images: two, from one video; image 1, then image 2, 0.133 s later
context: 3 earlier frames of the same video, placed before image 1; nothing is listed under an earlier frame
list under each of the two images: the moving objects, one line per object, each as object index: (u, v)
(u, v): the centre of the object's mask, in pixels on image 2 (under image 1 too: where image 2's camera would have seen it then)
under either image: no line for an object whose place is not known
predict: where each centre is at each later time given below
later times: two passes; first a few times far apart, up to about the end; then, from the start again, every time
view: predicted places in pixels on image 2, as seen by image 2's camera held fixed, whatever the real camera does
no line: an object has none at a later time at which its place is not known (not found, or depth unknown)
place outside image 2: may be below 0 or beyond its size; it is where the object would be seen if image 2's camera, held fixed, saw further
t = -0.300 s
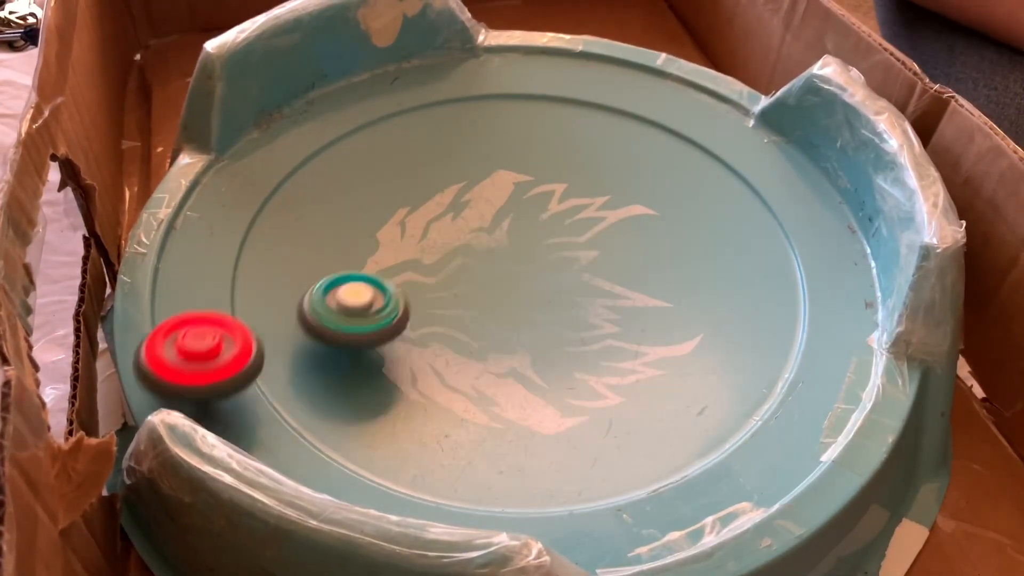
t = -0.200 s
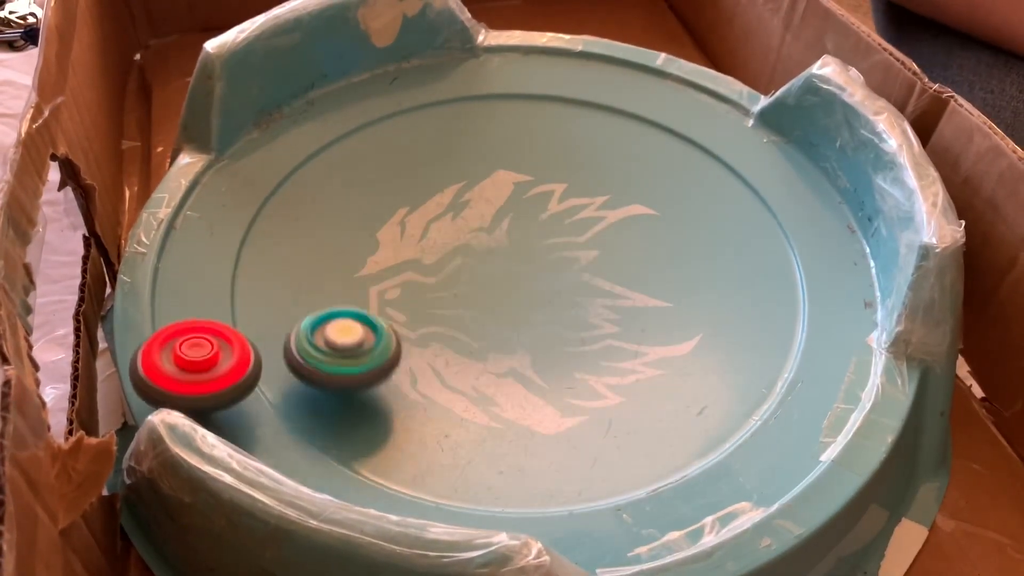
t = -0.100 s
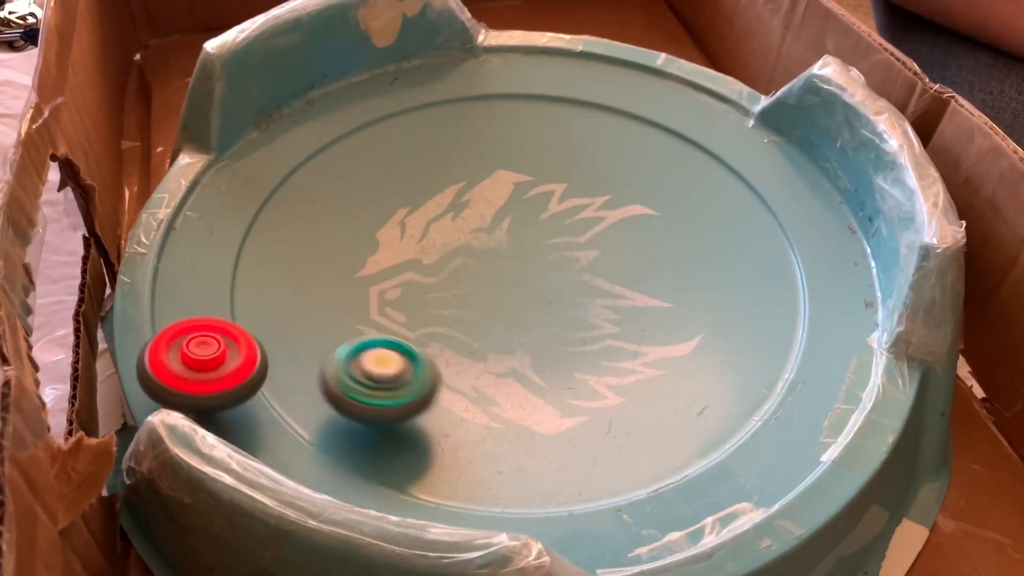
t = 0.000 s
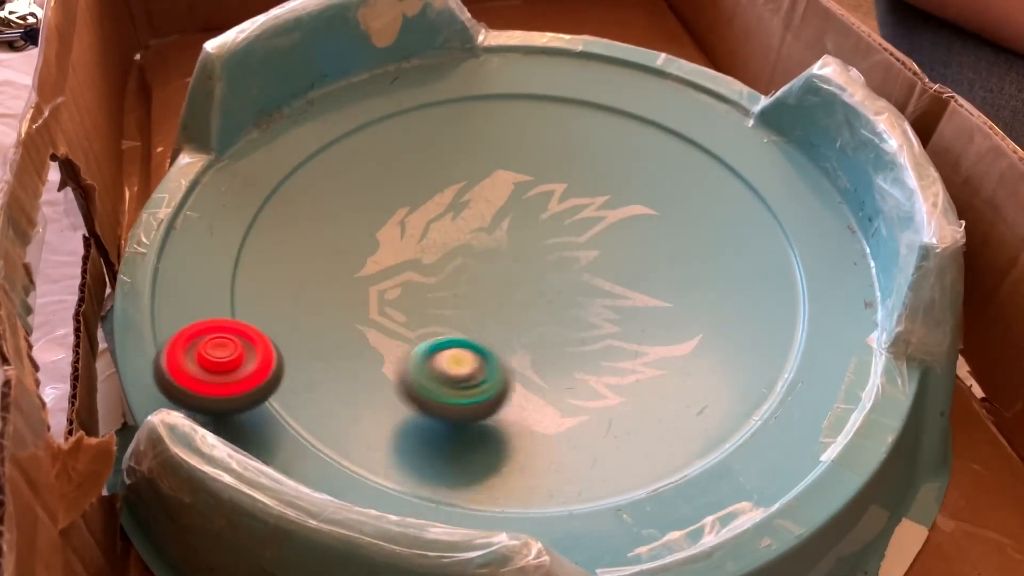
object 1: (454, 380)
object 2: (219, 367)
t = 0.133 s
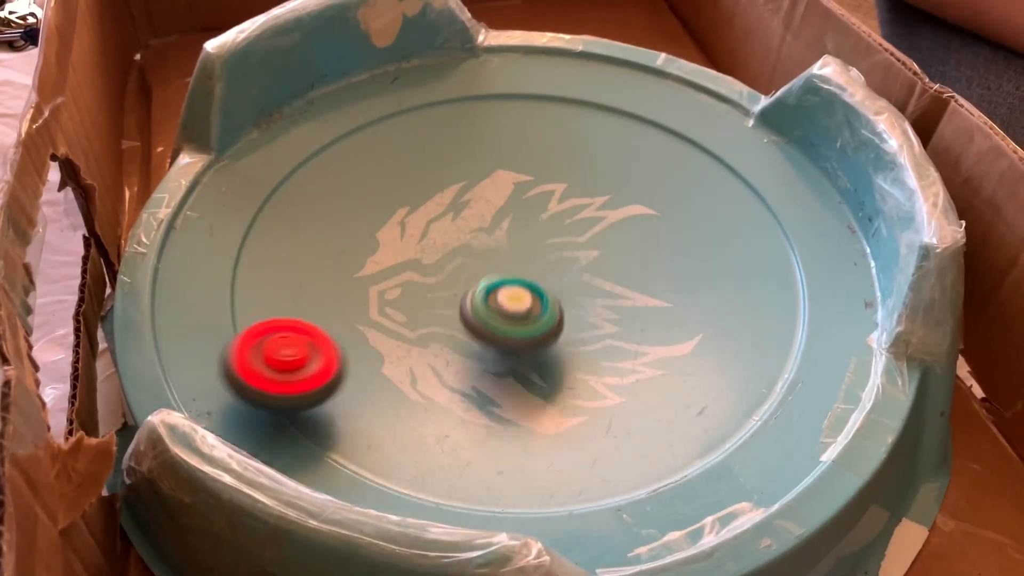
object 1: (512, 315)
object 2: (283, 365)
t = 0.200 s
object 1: (504, 274)
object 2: (339, 361)
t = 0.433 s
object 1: (363, 199)
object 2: (489, 250)
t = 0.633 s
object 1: (304, 255)
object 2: (439, 122)
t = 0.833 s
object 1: (421, 312)
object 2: (331, 106)
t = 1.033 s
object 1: (515, 232)
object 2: (291, 123)
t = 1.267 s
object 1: (435, 141)
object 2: (362, 222)
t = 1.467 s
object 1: (378, 186)
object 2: (560, 246)
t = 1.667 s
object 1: (468, 258)
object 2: (649, 124)
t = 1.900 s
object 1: (586, 193)
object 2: (583, 45)
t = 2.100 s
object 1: (550, 125)
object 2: (548, 46)
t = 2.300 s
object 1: (506, 200)
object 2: (511, 63)
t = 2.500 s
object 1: (587, 236)
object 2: (478, 173)
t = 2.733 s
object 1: (636, 196)
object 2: (632, 302)
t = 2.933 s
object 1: (598, 188)
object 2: (799, 226)
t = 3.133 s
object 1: (585, 239)
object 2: (786, 160)
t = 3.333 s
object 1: (640, 272)
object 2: (719, 162)
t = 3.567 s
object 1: (658, 270)
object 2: (545, 248)
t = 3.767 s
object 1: (638, 268)
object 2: (545, 395)
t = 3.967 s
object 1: (609, 295)
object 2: (722, 414)
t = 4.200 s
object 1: (606, 328)
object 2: (755, 312)
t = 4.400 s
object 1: (606, 333)
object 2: (609, 246)
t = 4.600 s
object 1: (580, 333)
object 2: (408, 296)
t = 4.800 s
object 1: (530, 345)
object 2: (387, 444)
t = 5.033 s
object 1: (521, 361)
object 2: (621, 426)
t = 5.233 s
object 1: (517, 348)
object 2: (600, 280)
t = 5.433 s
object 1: (480, 332)
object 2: (412, 208)
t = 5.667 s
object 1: (449, 323)
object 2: (240, 302)
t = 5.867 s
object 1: (438, 317)
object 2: (368, 406)
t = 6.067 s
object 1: (433, 298)
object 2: (574, 337)
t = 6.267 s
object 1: (427, 274)
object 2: (547, 173)
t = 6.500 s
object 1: (415, 256)
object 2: (350, 120)
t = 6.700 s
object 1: (427, 248)
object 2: (281, 224)
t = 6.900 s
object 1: (447, 225)
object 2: (453, 333)
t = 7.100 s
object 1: (452, 209)
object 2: (649, 240)
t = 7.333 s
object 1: (475, 208)
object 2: (588, 83)
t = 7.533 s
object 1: (507, 196)
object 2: (450, 104)
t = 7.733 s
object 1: (512, 188)
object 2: (416, 239)
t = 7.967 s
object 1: (544, 206)
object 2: (650, 323)
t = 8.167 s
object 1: (580, 204)
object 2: (761, 199)
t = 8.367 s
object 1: (584, 201)
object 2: (664, 130)
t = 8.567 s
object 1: (587, 257)
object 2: (515, 150)
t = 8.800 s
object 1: (654, 283)
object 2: (462, 303)
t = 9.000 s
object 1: (680, 252)
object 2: (649, 378)
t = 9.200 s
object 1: (610, 243)
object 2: (774, 282)
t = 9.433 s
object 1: (544, 319)
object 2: (639, 188)
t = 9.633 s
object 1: (606, 365)
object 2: (451, 239)
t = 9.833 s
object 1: (646, 327)
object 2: (425, 382)
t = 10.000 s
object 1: (598, 290)
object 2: (580, 443)
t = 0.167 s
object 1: (511, 294)
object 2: (310, 364)
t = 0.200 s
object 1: (504, 274)
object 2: (339, 361)
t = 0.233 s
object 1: (492, 257)
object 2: (370, 355)
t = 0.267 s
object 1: (477, 239)
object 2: (401, 345)
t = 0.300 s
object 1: (456, 225)
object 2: (429, 332)
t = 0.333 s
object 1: (434, 214)
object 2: (452, 316)
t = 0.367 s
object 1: (410, 205)
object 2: (469, 297)
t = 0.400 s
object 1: (385, 200)
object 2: (482, 276)
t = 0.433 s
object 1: (363, 199)
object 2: (489, 250)
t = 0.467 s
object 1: (342, 203)
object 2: (491, 226)
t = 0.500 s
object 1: (326, 210)
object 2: (489, 202)
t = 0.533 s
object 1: (312, 219)
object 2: (483, 178)
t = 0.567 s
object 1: (303, 230)
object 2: (471, 157)
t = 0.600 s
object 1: (301, 242)
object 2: (457, 139)
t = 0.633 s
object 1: (304, 255)
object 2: (439, 122)
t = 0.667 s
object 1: (312, 268)
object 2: (420, 109)
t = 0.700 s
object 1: (324, 283)
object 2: (398, 98)
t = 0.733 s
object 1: (342, 295)
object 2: (378, 91)
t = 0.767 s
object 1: (366, 305)
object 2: (362, 98)
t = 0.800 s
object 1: (394, 311)
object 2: (345, 103)
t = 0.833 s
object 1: (421, 312)
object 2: (331, 106)
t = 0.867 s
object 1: (447, 308)
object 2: (319, 108)
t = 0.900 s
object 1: (470, 298)
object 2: (308, 111)
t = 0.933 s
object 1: (488, 285)
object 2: (301, 111)
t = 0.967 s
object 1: (502, 268)
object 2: (295, 113)
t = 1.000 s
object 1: (511, 250)
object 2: (293, 116)
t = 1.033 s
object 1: (515, 232)
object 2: (291, 123)
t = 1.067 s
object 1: (513, 213)
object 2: (292, 129)
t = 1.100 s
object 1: (507, 194)
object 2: (295, 138)
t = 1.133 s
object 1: (498, 178)
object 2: (302, 151)
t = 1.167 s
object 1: (485, 162)
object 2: (312, 167)
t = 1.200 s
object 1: (469, 151)
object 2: (323, 184)
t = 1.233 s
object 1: (452, 145)
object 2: (340, 203)
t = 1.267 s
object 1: (435, 141)
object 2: (362, 222)
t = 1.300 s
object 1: (419, 141)
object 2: (391, 239)
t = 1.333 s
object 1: (406, 144)
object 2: (421, 251)
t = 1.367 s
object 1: (394, 150)
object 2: (455, 258)
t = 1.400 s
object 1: (384, 159)
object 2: (490, 260)
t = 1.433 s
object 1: (379, 172)
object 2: (526, 256)
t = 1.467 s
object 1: (378, 186)
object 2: (560, 246)
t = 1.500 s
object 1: (380, 203)
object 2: (590, 232)
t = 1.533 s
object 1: (388, 219)
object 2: (614, 213)
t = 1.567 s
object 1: (402, 233)
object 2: (631, 192)
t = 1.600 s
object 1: (422, 246)
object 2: (643, 170)
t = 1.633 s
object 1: (445, 255)
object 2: (648, 147)
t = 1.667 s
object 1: (468, 258)
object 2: (649, 124)
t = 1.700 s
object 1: (492, 258)
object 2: (645, 102)
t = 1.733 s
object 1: (514, 254)
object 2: (632, 87)
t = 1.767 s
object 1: (534, 247)
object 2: (618, 79)
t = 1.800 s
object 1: (552, 237)
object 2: (606, 69)
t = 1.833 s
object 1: (568, 224)
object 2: (598, 60)
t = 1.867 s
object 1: (580, 208)
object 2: (590, 52)
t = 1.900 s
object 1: (586, 193)
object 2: (583, 45)
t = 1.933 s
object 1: (588, 177)
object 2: (577, 39)
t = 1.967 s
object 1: (585, 161)
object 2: (572, 35)
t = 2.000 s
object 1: (580, 148)
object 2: (566, 37)
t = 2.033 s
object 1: (571, 137)
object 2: (560, 39)
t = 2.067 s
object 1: (561, 129)
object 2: (555, 42)
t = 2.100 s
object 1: (550, 125)
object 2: (548, 46)
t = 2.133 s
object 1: (539, 128)
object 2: (540, 46)
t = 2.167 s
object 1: (526, 144)
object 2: (534, 42)
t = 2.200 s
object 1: (514, 159)
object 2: (529, 42)
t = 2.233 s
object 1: (505, 175)
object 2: (522, 46)
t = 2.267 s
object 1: (502, 189)
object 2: (517, 54)
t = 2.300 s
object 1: (506, 200)
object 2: (511, 63)
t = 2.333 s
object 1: (514, 210)
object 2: (506, 74)
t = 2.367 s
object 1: (527, 220)
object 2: (500, 89)
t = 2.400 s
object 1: (540, 229)
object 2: (492, 107)
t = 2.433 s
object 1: (555, 234)
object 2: (485, 126)
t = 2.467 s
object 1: (572, 236)
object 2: (479, 149)
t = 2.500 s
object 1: (587, 236)
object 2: (478, 173)
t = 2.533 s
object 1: (602, 233)
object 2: (481, 199)
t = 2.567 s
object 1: (617, 229)
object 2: (492, 222)
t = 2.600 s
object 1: (627, 223)
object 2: (511, 247)
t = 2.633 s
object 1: (631, 217)
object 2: (535, 269)
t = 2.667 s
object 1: (634, 210)
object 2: (564, 286)
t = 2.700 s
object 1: (636, 203)
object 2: (597, 297)
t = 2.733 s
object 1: (636, 196)
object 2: (632, 302)
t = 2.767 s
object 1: (635, 192)
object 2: (668, 302)
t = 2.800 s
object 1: (632, 190)
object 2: (704, 296)
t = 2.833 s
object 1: (625, 190)
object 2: (736, 286)
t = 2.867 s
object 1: (616, 189)
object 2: (767, 271)
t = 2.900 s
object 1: (607, 188)
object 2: (793, 254)
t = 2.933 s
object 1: (598, 188)
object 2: (799, 226)
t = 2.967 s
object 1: (591, 192)
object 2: (794, 214)
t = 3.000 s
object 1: (586, 198)
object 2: (790, 198)
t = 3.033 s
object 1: (582, 207)
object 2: (787, 185)
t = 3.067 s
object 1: (580, 217)
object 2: (786, 175)
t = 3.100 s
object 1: (581, 228)
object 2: (786, 166)
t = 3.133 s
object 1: (585, 239)
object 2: (786, 160)
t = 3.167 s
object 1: (592, 249)
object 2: (779, 158)
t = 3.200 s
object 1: (601, 258)
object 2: (772, 157)
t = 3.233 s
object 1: (611, 264)
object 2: (763, 157)
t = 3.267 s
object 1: (622, 268)
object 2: (754, 157)
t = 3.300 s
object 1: (633, 270)
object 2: (739, 161)
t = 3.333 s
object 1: (640, 272)
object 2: (719, 162)
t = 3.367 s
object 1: (647, 273)
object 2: (696, 164)
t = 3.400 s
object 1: (653, 274)
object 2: (671, 169)
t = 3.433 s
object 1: (656, 274)
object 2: (643, 177)
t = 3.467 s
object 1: (656, 274)
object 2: (616, 188)
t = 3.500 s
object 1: (657, 273)
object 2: (589, 204)
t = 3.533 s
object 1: (657, 271)
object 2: (566, 223)
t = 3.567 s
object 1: (658, 270)
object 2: (545, 248)
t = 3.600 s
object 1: (655, 269)
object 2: (530, 272)
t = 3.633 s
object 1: (651, 267)
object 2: (519, 298)
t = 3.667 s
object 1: (647, 266)
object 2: (515, 323)
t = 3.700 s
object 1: (644, 265)
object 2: (518, 350)
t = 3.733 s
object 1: (641, 266)
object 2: (527, 375)
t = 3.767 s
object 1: (638, 268)
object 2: (545, 395)
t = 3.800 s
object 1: (632, 272)
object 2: (569, 414)
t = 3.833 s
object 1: (626, 276)
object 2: (600, 429)
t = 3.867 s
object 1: (620, 279)
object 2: (634, 441)
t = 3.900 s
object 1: (616, 283)
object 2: (673, 446)
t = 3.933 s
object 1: (612, 288)
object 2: (699, 427)
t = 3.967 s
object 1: (609, 295)
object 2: (722, 414)
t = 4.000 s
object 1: (607, 302)
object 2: (740, 397)
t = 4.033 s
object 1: (605, 308)
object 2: (756, 379)
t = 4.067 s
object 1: (602, 312)
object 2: (766, 363)
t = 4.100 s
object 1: (601, 317)
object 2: (770, 351)
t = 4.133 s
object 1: (602, 323)
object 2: (770, 338)
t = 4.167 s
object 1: (604, 326)
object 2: (765, 325)
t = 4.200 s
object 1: (606, 328)
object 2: (755, 312)
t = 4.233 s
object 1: (609, 329)
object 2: (739, 298)
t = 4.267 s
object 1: (612, 329)
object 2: (717, 285)
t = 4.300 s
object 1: (613, 329)
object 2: (695, 272)
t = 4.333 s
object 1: (611, 331)
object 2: (671, 259)
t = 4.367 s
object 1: (610, 332)
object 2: (642, 251)
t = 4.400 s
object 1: (606, 333)
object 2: (609, 246)
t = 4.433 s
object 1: (605, 331)
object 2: (573, 244)
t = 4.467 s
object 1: (604, 331)
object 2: (537, 246)
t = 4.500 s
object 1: (600, 332)
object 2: (501, 253)
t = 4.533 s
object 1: (594, 333)
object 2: (467, 263)
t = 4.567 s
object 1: (587, 333)
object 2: (437, 278)
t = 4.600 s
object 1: (580, 333)
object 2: (408, 296)
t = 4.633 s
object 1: (573, 332)
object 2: (389, 314)
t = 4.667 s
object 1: (566, 333)
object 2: (374, 337)
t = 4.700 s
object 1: (557, 335)
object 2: (366, 364)
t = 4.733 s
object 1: (547, 338)
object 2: (367, 390)
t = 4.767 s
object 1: (537, 342)
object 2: (374, 416)
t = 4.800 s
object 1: (530, 345)
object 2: (387, 444)
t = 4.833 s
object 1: (526, 348)
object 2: (413, 460)
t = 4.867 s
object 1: (522, 351)
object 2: (452, 468)
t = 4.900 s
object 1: (521, 355)
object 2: (499, 470)
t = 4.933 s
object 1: (519, 358)
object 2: (541, 465)
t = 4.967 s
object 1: (518, 360)
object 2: (575, 458)
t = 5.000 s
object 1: (519, 360)
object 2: (601, 446)
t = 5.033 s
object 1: (521, 361)
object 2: (621, 426)
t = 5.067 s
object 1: (523, 362)
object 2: (635, 404)
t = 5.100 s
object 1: (524, 362)
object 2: (641, 379)
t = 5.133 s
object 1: (523, 360)
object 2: (641, 355)
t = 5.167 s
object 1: (521, 356)
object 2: (634, 328)
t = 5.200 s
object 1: (519, 351)
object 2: (620, 303)
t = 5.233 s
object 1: (517, 348)
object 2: (600, 280)
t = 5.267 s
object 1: (511, 346)
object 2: (574, 260)
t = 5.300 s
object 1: (503, 342)
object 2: (545, 242)
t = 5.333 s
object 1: (497, 338)
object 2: (513, 227)
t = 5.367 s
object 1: (493, 335)
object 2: (480, 217)
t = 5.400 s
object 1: (488, 333)
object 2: (446, 211)
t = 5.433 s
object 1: (480, 332)
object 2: (412, 208)
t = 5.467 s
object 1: (474, 331)
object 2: (378, 210)
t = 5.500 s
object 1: (470, 329)
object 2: (346, 216)
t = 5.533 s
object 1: (466, 327)
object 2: (317, 227)
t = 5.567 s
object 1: (464, 326)
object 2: (289, 243)
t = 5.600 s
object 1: (461, 325)
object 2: (267, 262)
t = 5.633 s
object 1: (455, 324)
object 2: (250, 283)
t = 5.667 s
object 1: (449, 323)
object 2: (240, 302)
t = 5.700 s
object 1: (445, 322)
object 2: (253, 325)
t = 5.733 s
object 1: (442, 321)
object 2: (269, 347)
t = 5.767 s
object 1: (441, 321)
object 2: (286, 366)
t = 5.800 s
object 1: (440, 320)
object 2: (308, 383)
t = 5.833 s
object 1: (439, 319)
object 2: (336, 396)
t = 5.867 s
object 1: (438, 317)
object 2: (368, 406)
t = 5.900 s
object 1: (437, 314)
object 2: (406, 409)
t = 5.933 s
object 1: (437, 311)
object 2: (445, 408)
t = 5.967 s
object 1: (437, 308)
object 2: (485, 399)
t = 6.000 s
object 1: (436, 305)
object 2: (523, 384)
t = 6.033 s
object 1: (435, 302)
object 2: (554, 362)
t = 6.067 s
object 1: (433, 298)
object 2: (574, 337)
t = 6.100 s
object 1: (433, 294)
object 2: (589, 308)
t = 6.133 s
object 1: (433, 290)
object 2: (594, 280)
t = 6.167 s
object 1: (431, 287)
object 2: (591, 250)
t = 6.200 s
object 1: (429, 283)
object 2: (583, 222)
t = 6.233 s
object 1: (428, 278)
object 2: (567, 197)
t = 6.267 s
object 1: (427, 274)
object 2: (547, 173)
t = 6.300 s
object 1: (426, 271)
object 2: (523, 154)
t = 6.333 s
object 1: (423, 267)
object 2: (495, 139)
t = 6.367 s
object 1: (419, 263)
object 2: (466, 127)
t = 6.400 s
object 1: (418, 259)
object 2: (436, 119)
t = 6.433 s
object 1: (417, 258)
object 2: (405, 116)
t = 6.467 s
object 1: (416, 257)
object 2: (376, 118)
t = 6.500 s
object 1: (415, 256)
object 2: (350, 120)
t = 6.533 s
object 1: (414, 255)
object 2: (327, 128)
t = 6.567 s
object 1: (415, 253)
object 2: (307, 141)
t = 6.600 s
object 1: (415, 253)
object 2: (291, 162)
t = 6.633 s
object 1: (418, 252)
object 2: (281, 183)
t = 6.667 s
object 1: (422, 250)
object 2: (277, 203)
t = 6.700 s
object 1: (427, 248)
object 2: (281, 224)
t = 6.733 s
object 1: (431, 244)
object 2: (291, 248)
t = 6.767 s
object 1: (436, 241)
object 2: (310, 272)
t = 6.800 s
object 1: (440, 236)
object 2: (335, 294)
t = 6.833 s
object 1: (443, 232)
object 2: (370, 314)
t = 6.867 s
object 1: (445, 228)
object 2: (410, 327)
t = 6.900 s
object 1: (447, 225)
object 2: (453, 333)
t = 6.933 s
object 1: (448, 222)
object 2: (497, 332)
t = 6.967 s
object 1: (450, 218)
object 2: (539, 325)
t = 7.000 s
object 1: (450, 215)
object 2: (578, 311)
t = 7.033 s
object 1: (451, 213)
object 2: (609, 291)
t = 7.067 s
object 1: (451, 211)
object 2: (633, 268)
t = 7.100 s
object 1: (452, 209)
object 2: (649, 240)
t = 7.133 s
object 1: (453, 207)
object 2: (657, 212)
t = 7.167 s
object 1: (453, 207)
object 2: (658, 185)
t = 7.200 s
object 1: (455, 207)
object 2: (653, 159)
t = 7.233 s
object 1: (458, 208)
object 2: (641, 135)
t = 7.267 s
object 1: (463, 208)
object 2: (626, 114)
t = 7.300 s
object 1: (469, 208)
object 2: (608, 96)
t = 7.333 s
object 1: (475, 208)
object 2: (588, 83)
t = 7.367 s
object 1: (481, 207)
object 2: (563, 81)
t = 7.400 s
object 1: (487, 206)
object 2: (536, 81)
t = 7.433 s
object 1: (493, 203)
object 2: (512, 83)
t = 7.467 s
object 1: (498, 201)
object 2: (490, 86)
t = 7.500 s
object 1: (503, 198)
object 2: (469, 93)
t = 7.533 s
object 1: (507, 196)
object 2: (450, 104)
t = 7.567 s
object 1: (510, 193)
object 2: (433, 118)
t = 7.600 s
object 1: (511, 191)
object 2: (420, 136)
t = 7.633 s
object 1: (512, 189)
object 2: (410, 160)
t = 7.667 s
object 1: (513, 187)
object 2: (405, 184)
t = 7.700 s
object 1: (513, 187)
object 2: (407, 211)
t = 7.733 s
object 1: (512, 188)
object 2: (416, 239)
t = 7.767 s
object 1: (512, 189)
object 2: (433, 268)
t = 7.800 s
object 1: (514, 191)
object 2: (459, 292)
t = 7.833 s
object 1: (518, 195)
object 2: (491, 312)
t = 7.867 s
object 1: (524, 199)
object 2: (528, 323)
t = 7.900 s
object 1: (530, 202)
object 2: (568, 330)
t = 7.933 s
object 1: (536, 205)
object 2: (609, 331)
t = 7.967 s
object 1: (544, 206)
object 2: (650, 323)
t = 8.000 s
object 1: (551, 207)
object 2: (686, 308)
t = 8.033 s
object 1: (559, 207)
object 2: (716, 289)
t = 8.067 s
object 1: (568, 207)
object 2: (737, 266)
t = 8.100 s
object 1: (573, 207)
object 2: (752, 243)
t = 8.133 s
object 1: (577, 206)
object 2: (759, 220)
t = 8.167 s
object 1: (580, 204)
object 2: (761, 199)
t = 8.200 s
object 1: (582, 202)
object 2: (757, 181)
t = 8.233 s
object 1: (585, 201)
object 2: (749, 164)
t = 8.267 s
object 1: (586, 200)
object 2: (728, 152)
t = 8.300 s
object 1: (586, 199)
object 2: (706, 141)
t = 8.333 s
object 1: (585, 200)
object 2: (686, 134)
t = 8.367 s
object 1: (584, 201)
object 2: (664, 130)
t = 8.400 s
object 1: (584, 203)
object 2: (641, 129)
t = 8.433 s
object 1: (583, 208)
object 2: (616, 131)
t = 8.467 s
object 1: (584, 216)
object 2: (589, 134)
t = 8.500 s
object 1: (583, 233)
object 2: (565, 132)
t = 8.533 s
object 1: (583, 245)
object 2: (540, 139)
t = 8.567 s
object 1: (587, 257)
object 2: (515, 150)
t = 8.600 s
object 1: (592, 265)
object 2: (494, 166)
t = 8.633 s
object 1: (599, 272)
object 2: (475, 185)
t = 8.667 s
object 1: (609, 278)
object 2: (461, 206)
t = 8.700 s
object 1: (621, 283)
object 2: (452, 228)
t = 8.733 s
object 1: (632, 285)
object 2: (449, 251)
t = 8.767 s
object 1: (643, 285)
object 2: (452, 277)
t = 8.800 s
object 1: (654, 283)
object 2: (462, 303)
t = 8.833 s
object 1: (664, 278)
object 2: (478, 328)
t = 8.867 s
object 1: (671, 272)
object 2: (503, 350)
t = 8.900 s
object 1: (678, 267)
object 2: (533, 366)
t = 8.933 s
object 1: (683, 261)
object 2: (570, 378)
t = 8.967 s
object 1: (684, 257)
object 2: (610, 381)
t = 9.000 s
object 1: (680, 252)
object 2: (649, 378)
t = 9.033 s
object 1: (673, 246)
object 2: (687, 369)
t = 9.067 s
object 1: (665, 240)
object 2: (718, 355)
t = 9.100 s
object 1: (656, 236)
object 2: (742, 338)
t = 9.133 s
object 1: (644, 235)
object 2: (760, 321)
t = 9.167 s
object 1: (628, 238)
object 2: (771, 301)
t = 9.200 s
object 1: (610, 243)
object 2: (774, 282)
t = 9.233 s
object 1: (594, 251)
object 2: (771, 263)
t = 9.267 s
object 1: (581, 259)
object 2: (760, 243)
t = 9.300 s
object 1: (568, 269)
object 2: (744, 227)
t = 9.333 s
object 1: (558, 281)
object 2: (722, 213)
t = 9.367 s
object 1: (551, 294)
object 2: (698, 202)
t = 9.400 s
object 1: (546, 306)
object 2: (670, 193)
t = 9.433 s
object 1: (544, 319)
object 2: (639, 188)
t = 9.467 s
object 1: (545, 333)
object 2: (607, 186)
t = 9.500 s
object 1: (550, 344)
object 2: (573, 189)
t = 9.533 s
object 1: (559, 353)
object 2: (539, 195)
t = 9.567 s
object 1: (573, 360)
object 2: (507, 206)
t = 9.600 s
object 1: (589, 365)
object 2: (478, 220)
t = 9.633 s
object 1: (606, 365)
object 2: (451, 239)
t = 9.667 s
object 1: (621, 363)
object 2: (429, 259)
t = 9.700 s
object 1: (633, 360)
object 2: (413, 283)
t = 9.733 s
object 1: (640, 354)
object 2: (403, 306)
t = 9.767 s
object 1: (645, 347)
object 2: (402, 330)
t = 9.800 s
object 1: (646, 337)
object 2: (409, 356)
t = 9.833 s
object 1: (646, 327)
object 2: (425, 382)
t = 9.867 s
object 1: (643, 317)
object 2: (448, 404)
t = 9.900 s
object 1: (636, 309)
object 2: (478, 423)
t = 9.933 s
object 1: (625, 302)
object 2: (511, 437)
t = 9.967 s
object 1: (612, 296)
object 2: (545, 444)
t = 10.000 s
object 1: (598, 290)
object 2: (580, 443)
